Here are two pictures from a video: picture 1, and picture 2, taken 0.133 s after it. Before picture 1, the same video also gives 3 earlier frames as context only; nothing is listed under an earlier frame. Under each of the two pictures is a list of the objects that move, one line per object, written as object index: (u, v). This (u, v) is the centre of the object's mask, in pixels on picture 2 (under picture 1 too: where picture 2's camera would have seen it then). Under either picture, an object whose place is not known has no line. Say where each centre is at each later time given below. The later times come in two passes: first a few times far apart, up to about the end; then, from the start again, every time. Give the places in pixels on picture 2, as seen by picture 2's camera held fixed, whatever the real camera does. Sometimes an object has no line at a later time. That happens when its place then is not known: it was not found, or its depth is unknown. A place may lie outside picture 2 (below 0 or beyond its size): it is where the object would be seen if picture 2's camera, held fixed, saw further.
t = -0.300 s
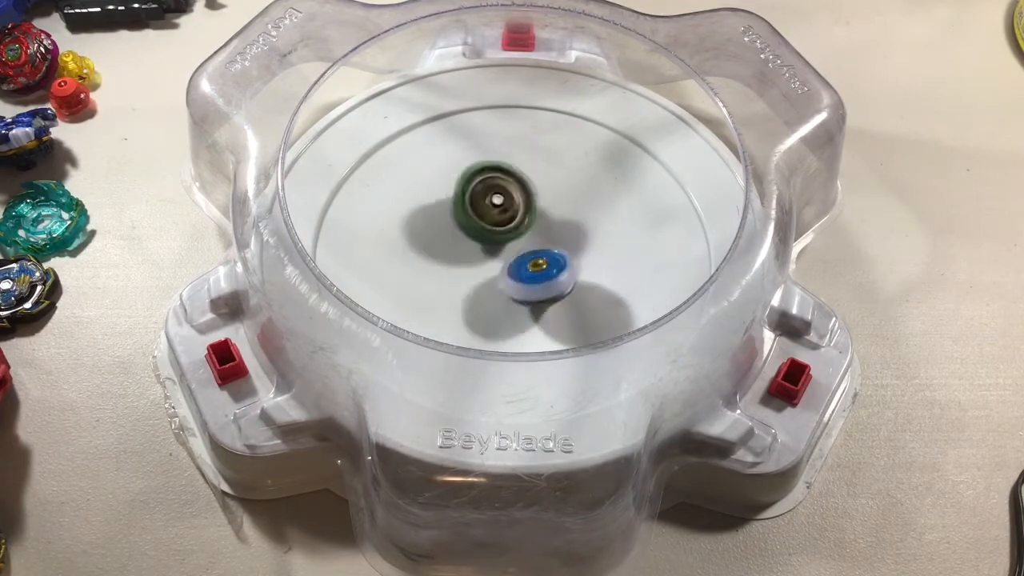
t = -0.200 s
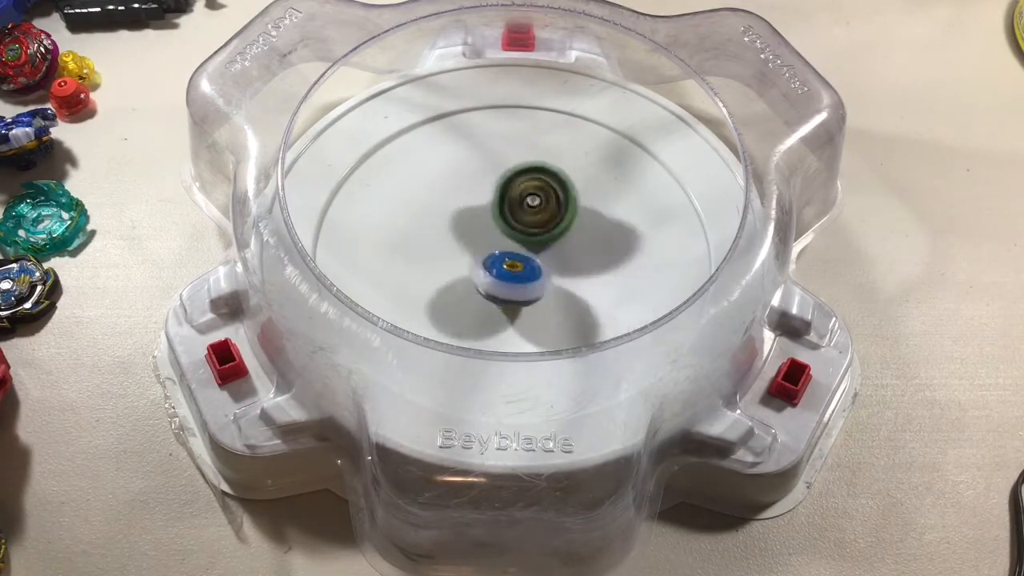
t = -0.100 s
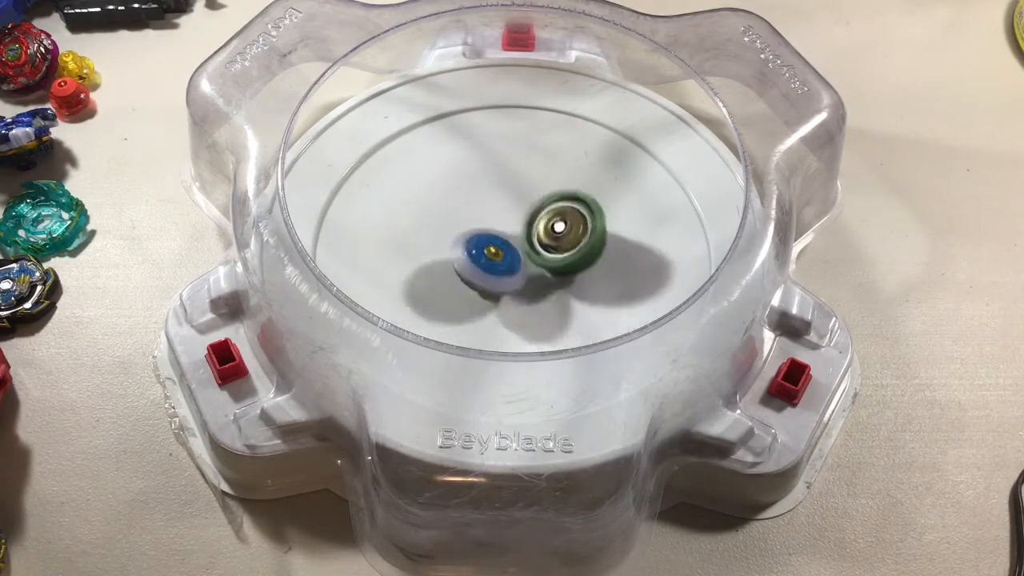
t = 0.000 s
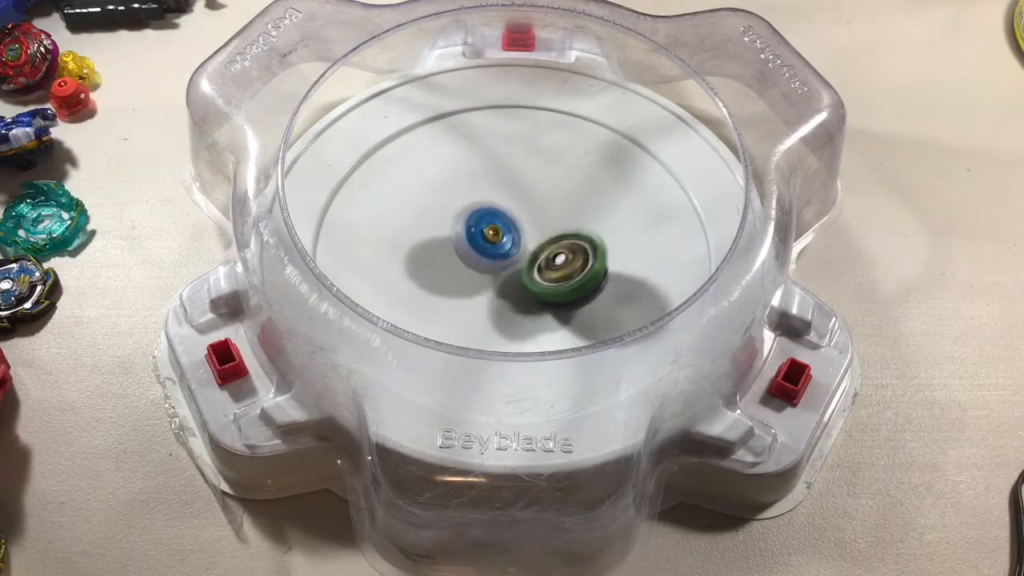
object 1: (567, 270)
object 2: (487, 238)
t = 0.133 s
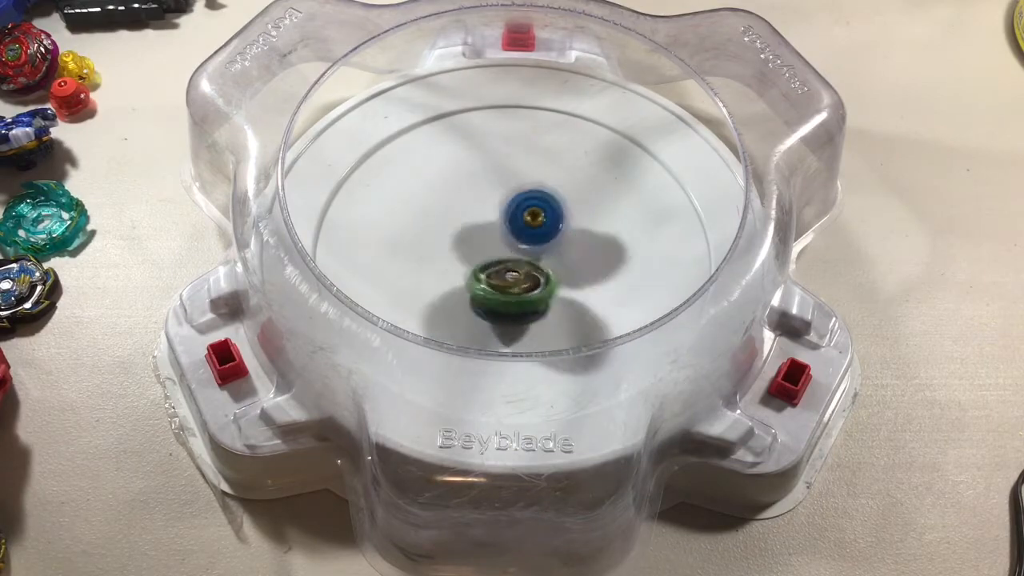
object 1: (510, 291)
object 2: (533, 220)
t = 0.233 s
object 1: (478, 264)
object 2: (559, 232)
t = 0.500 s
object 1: (539, 210)
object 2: (507, 273)
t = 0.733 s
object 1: (534, 285)
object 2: (500, 218)
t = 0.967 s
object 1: (483, 234)
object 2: (565, 253)
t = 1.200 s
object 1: (553, 230)
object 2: (494, 273)
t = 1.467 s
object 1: (512, 287)
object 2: (508, 217)
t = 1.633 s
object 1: (483, 297)
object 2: (531, 217)
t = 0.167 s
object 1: (496, 284)
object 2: (545, 221)
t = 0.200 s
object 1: (485, 275)
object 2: (554, 225)
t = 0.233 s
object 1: (478, 264)
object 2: (559, 232)
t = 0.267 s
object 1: (476, 252)
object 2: (560, 240)
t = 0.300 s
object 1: (478, 240)
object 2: (561, 249)
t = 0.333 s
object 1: (481, 229)
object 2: (560, 256)
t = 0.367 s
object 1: (491, 219)
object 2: (555, 263)
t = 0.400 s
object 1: (502, 210)
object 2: (546, 271)
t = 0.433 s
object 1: (516, 207)
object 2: (537, 274)
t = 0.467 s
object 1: (528, 207)
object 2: (521, 276)
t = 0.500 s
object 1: (539, 210)
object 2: (507, 273)
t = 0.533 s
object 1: (550, 217)
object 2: (496, 266)
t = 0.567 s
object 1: (561, 226)
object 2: (484, 259)
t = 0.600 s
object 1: (564, 238)
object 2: (481, 251)
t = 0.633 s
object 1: (564, 252)
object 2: (480, 242)
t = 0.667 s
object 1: (559, 266)
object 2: (481, 231)
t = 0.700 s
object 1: (549, 277)
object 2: (489, 224)
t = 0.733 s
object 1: (534, 285)
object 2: (500, 218)
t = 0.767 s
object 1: (520, 287)
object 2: (513, 216)
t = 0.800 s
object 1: (506, 284)
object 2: (526, 217)
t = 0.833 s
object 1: (494, 278)
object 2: (539, 220)
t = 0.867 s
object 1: (486, 268)
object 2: (549, 227)
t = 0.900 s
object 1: (480, 256)
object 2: (557, 235)
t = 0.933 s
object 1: (480, 245)
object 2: (563, 243)
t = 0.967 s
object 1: (483, 234)
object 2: (565, 253)
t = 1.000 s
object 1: (492, 224)
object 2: (561, 262)
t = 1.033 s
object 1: (502, 216)
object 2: (553, 271)
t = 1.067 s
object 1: (515, 212)
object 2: (542, 276)
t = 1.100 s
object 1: (528, 211)
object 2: (529, 281)
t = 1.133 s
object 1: (538, 215)
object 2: (516, 279)
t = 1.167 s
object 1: (546, 222)
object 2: (503, 278)
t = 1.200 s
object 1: (553, 230)
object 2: (494, 273)
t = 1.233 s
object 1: (558, 238)
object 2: (481, 265)
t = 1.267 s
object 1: (558, 248)
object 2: (477, 256)
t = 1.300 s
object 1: (556, 256)
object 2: (473, 244)
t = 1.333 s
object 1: (553, 266)
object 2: (474, 234)
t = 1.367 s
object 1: (544, 273)
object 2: (483, 228)
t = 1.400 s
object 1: (535, 279)
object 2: (488, 218)
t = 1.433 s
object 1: (524, 281)
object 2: (499, 218)
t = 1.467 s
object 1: (512, 287)
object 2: (508, 217)
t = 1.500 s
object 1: (499, 288)
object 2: (515, 222)
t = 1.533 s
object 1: (484, 294)
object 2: (531, 214)
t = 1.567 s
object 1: (478, 300)
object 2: (537, 213)
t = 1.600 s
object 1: (479, 302)
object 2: (535, 217)
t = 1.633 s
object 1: (483, 297)
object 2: (531, 217)
